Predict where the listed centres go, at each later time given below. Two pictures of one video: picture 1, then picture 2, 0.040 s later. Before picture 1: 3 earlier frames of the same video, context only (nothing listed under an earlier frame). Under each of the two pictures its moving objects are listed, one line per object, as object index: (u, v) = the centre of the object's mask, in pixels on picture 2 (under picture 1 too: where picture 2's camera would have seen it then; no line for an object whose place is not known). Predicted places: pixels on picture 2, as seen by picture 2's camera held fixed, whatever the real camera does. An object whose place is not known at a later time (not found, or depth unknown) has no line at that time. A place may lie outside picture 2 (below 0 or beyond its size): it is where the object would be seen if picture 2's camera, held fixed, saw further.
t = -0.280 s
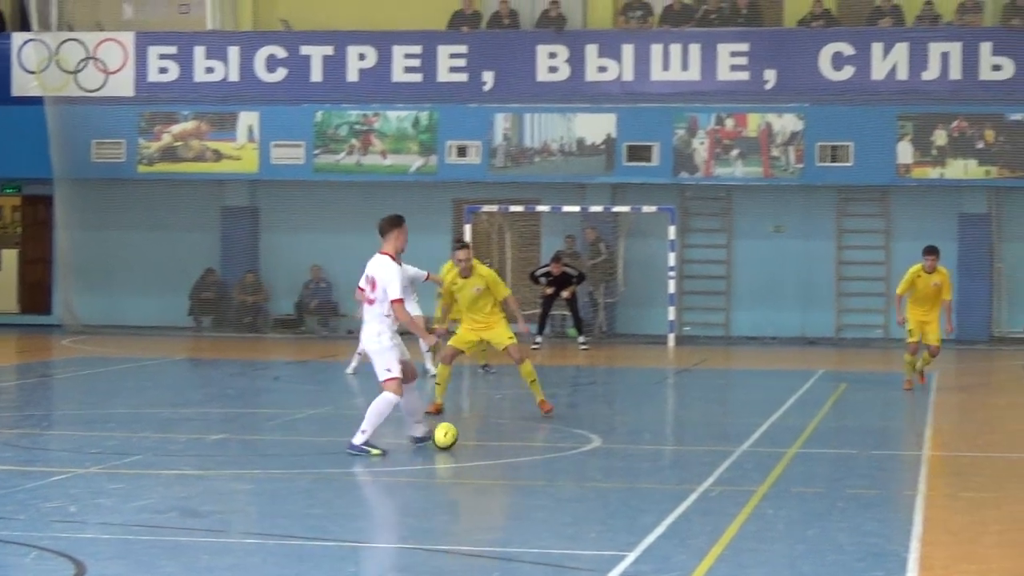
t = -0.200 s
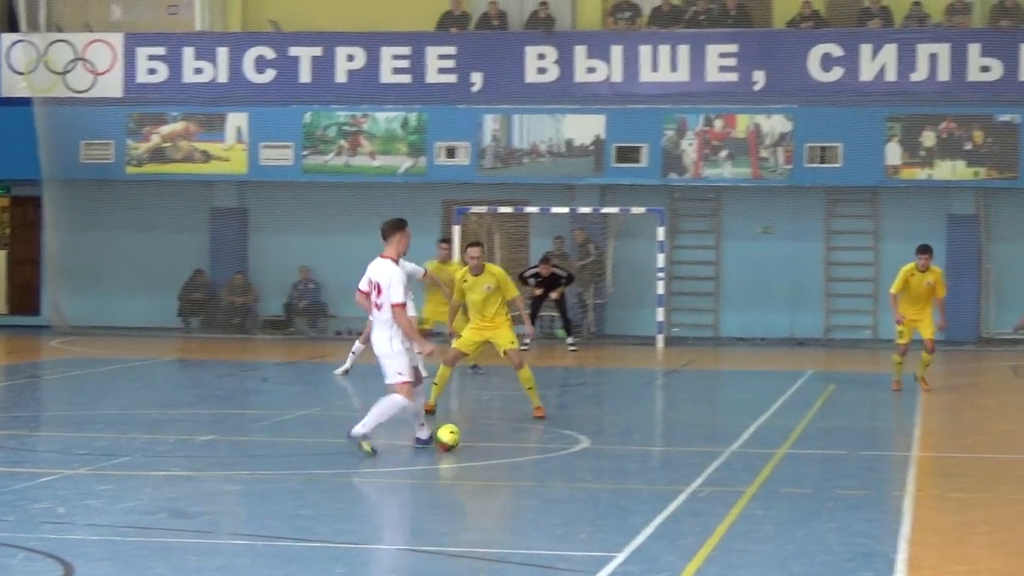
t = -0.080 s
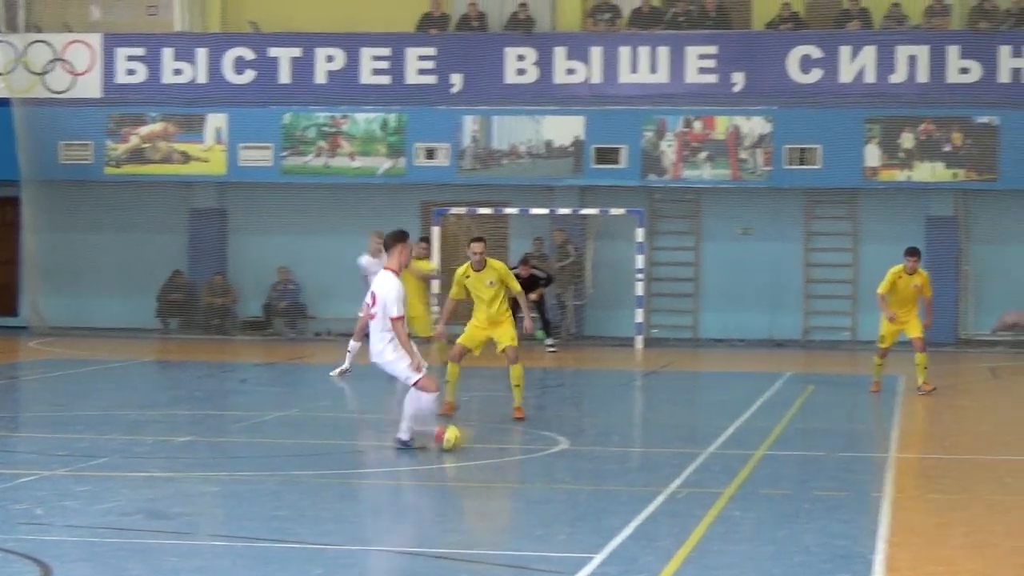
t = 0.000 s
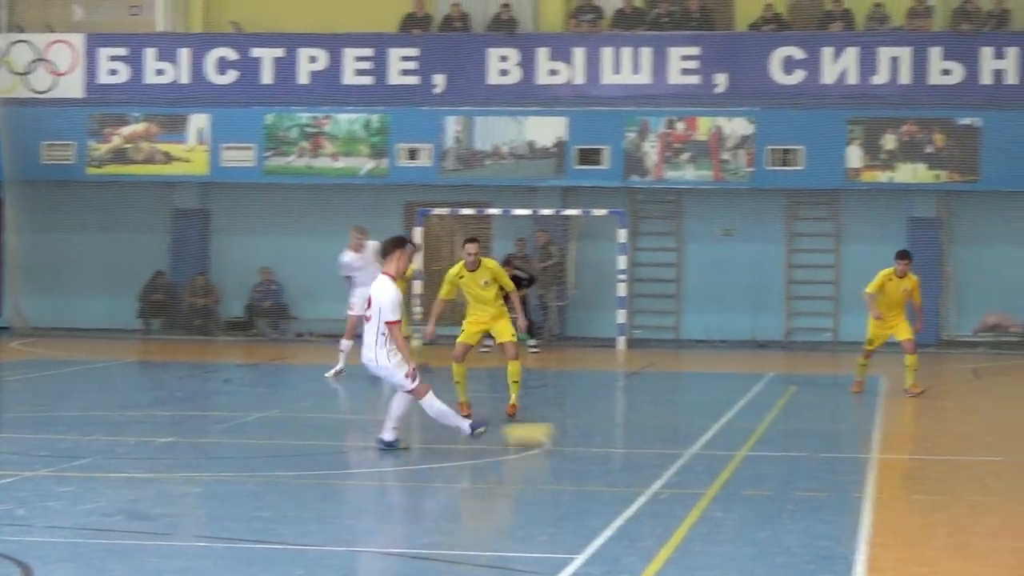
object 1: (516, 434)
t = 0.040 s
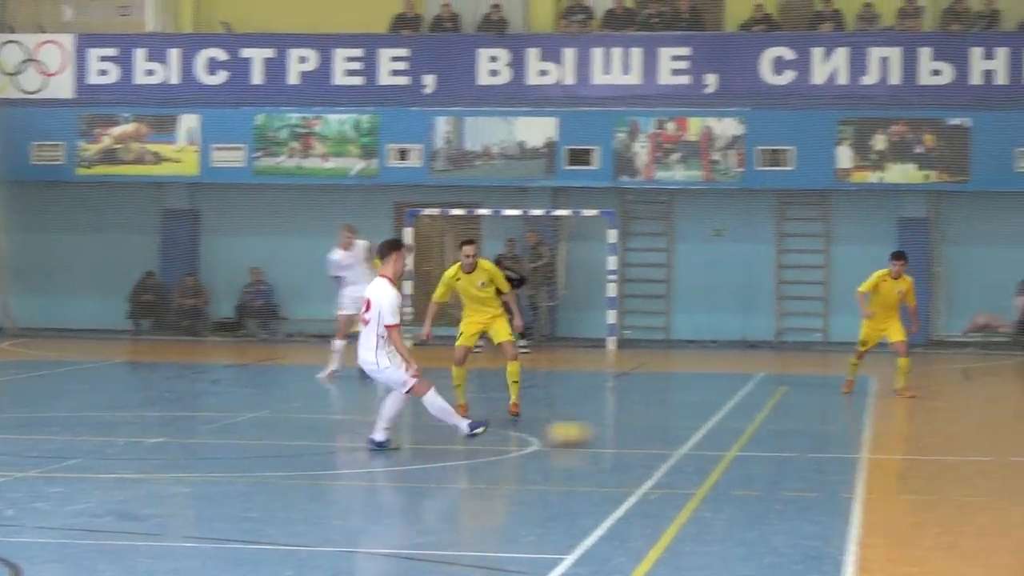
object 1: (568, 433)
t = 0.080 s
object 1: (616, 432)
